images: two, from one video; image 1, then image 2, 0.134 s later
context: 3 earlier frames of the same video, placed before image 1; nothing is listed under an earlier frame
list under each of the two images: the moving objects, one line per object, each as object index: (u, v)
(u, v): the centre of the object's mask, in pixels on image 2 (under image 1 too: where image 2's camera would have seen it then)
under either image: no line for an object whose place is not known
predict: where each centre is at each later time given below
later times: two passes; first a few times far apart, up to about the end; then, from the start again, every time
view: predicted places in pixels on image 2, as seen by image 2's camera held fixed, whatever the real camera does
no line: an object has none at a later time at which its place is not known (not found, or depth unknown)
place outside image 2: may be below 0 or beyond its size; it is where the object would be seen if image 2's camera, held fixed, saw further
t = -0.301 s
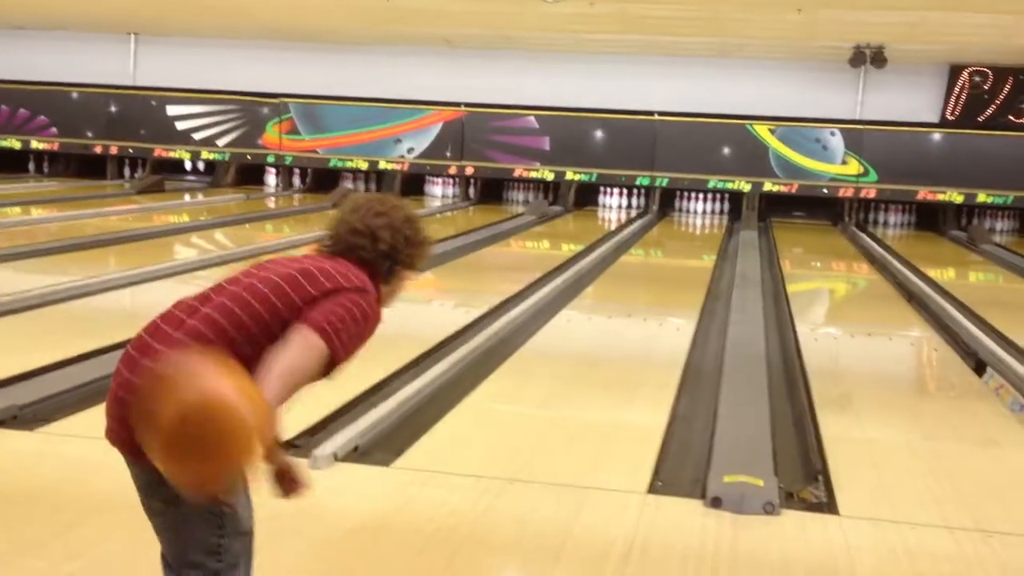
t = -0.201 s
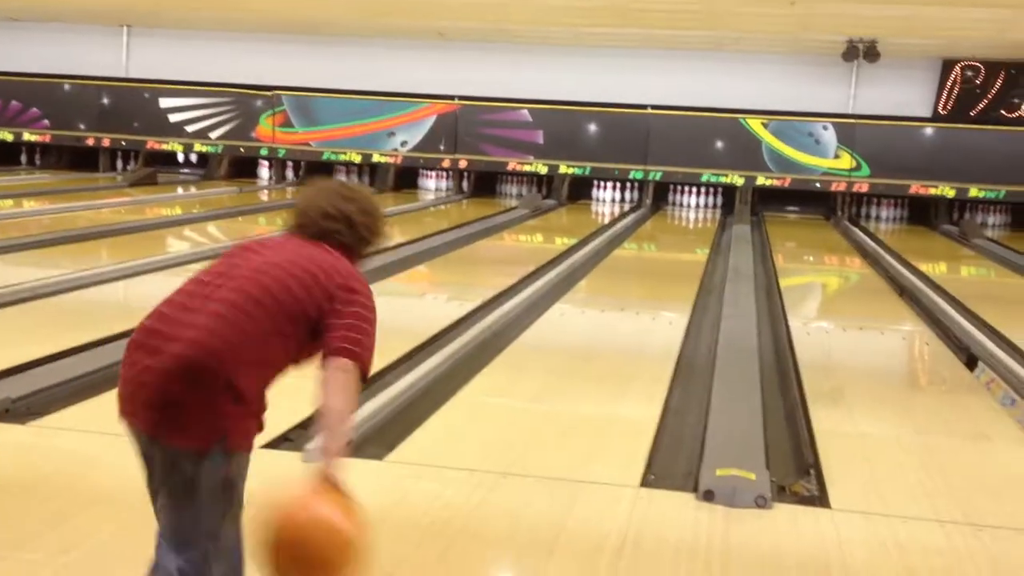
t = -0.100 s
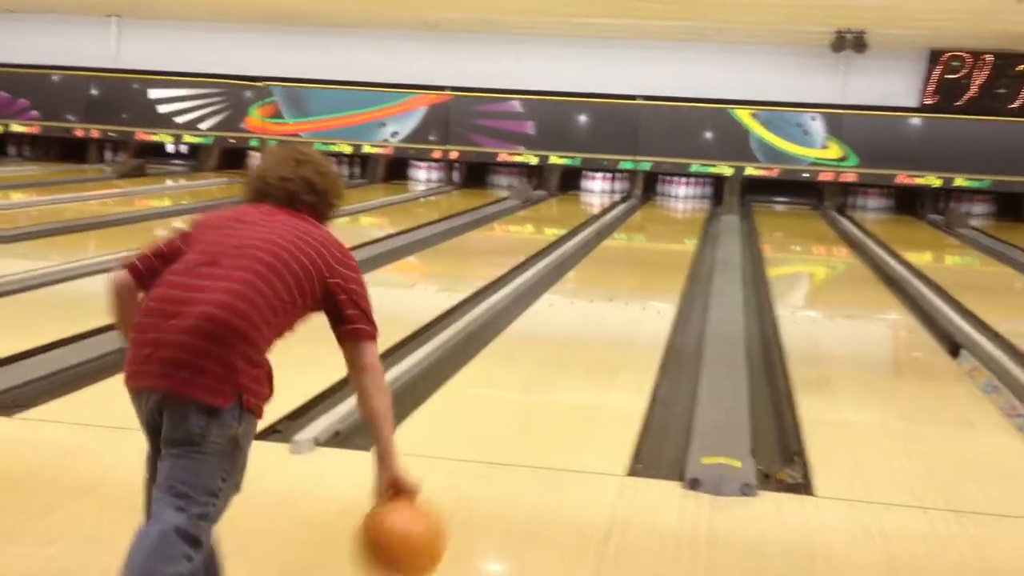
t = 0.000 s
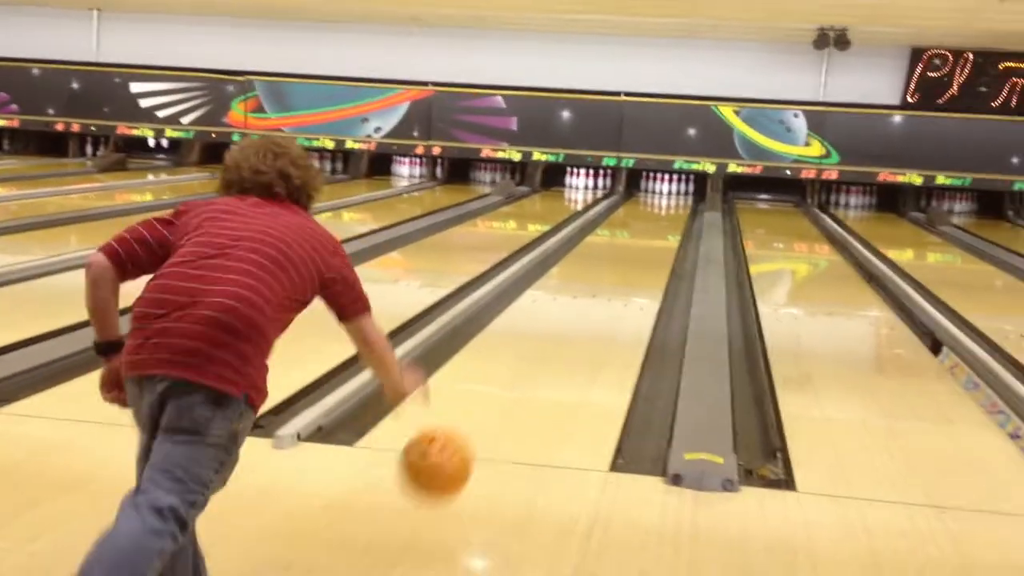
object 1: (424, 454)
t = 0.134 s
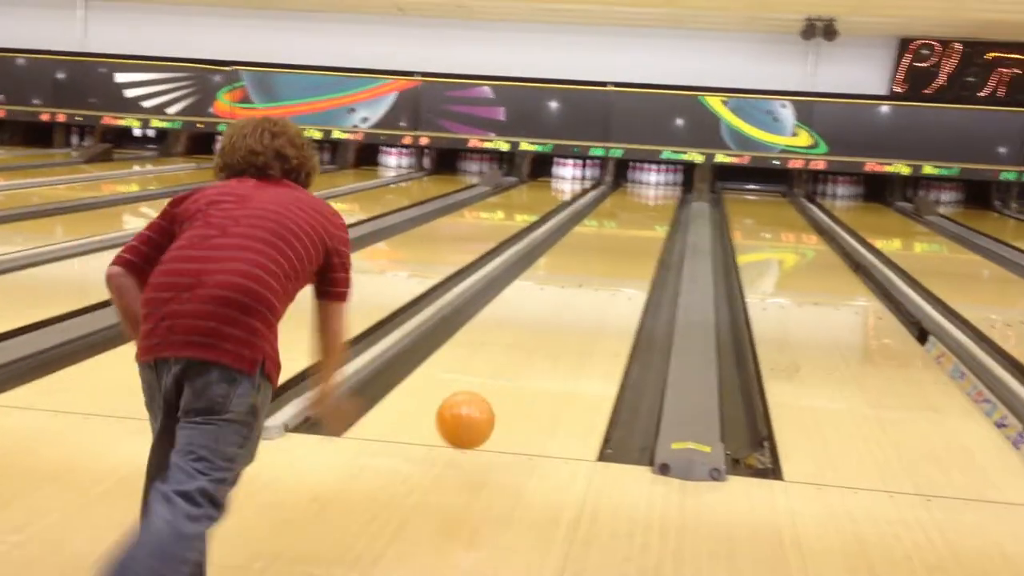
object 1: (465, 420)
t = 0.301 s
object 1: (499, 387)
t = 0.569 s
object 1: (536, 325)
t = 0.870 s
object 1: (560, 281)
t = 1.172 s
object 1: (577, 251)
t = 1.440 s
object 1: (586, 233)
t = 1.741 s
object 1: (596, 217)
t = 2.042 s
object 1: (602, 206)
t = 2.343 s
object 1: (607, 196)
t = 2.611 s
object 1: (611, 189)
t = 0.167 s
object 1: (473, 419)
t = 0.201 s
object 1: (479, 422)
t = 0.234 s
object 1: (489, 409)
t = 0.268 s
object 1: (495, 396)
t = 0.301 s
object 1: (499, 387)
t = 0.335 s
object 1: (505, 379)
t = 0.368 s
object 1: (511, 369)
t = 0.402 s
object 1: (516, 361)
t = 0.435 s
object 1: (520, 352)
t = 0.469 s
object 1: (525, 345)
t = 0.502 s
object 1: (529, 338)
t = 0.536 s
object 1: (533, 331)
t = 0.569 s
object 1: (536, 325)
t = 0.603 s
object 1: (539, 319)
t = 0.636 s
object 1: (543, 313)
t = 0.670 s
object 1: (545, 307)
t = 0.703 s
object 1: (548, 302)
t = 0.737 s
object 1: (551, 297)
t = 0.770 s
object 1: (553, 293)
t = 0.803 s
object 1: (556, 289)
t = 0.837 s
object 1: (558, 284)
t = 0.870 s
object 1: (560, 281)
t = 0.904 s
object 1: (563, 276)
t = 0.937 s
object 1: (565, 273)
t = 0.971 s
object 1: (567, 270)
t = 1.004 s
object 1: (568, 267)
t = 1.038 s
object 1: (570, 264)
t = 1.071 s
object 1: (571, 261)
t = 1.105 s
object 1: (573, 258)
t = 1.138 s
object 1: (575, 255)
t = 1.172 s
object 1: (577, 251)
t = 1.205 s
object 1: (578, 249)
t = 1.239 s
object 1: (579, 246)
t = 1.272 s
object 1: (580, 244)
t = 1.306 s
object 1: (582, 242)
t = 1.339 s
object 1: (583, 240)
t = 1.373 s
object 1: (584, 237)
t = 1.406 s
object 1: (586, 235)
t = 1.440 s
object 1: (586, 233)
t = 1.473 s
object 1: (588, 230)
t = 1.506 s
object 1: (589, 229)
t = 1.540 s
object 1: (590, 227)
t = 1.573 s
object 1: (591, 225)
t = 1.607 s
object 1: (592, 224)
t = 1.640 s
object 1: (592, 222)
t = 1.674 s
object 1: (593, 220)
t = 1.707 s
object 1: (595, 219)
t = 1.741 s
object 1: (596, 217)
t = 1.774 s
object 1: (596, 216)
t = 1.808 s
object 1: (597, 215)
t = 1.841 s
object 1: (598, 213)
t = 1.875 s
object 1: (598, 212)
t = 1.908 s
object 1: (599, 211)
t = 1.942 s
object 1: (600, 209)
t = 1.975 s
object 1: (601, 208)
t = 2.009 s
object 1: (602, 207)
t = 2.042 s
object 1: (602, 206)
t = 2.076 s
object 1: (603, 204)
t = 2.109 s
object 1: (603, 203)
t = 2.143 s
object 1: (604, 202)
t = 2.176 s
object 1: (604, 201)
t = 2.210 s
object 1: (605, 200)
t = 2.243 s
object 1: (606, 198)
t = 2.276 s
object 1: (606, 197)
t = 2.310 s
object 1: (607, 197)
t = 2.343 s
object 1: (607, 196)
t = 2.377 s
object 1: (607, 195)
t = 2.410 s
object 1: (608, 194)
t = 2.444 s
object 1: (608, 193)
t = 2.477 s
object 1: (609, 192)
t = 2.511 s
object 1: (610, 191)
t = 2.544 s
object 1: (610, 190)
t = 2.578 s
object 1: (611, 189)
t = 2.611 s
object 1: (611, 189)
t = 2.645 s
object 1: (611, 188)
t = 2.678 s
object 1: (611, 188)
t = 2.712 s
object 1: (611, 188)
